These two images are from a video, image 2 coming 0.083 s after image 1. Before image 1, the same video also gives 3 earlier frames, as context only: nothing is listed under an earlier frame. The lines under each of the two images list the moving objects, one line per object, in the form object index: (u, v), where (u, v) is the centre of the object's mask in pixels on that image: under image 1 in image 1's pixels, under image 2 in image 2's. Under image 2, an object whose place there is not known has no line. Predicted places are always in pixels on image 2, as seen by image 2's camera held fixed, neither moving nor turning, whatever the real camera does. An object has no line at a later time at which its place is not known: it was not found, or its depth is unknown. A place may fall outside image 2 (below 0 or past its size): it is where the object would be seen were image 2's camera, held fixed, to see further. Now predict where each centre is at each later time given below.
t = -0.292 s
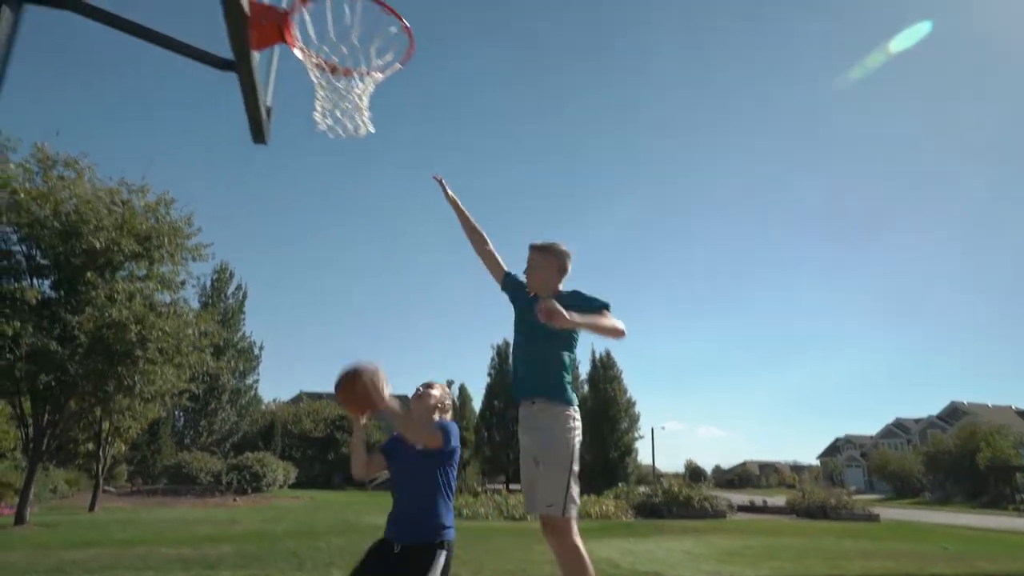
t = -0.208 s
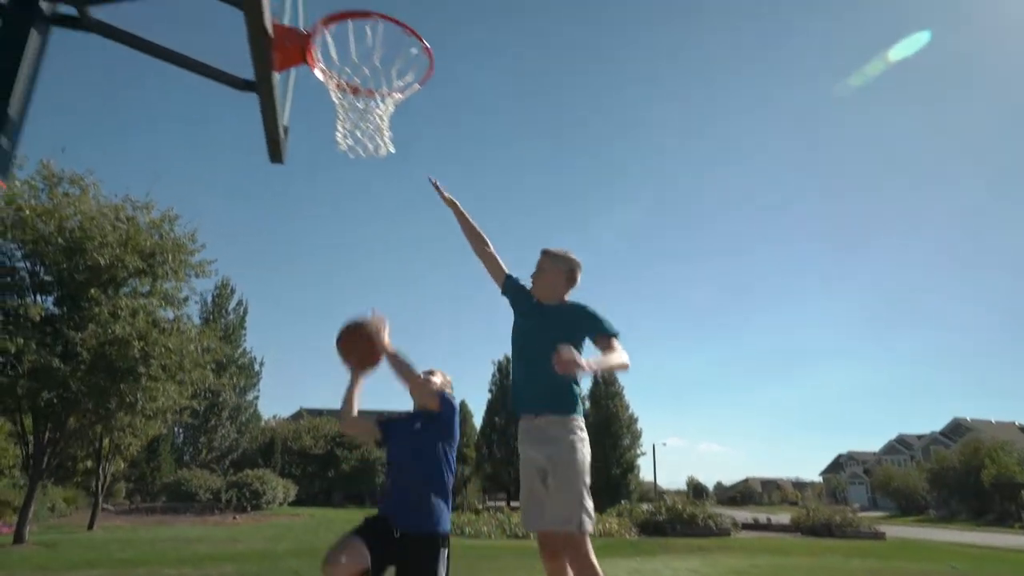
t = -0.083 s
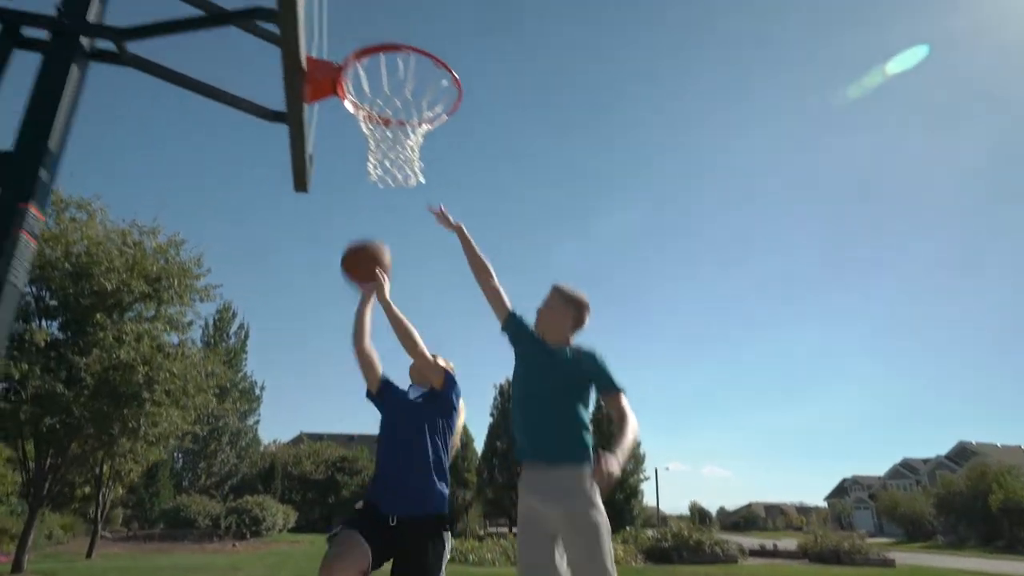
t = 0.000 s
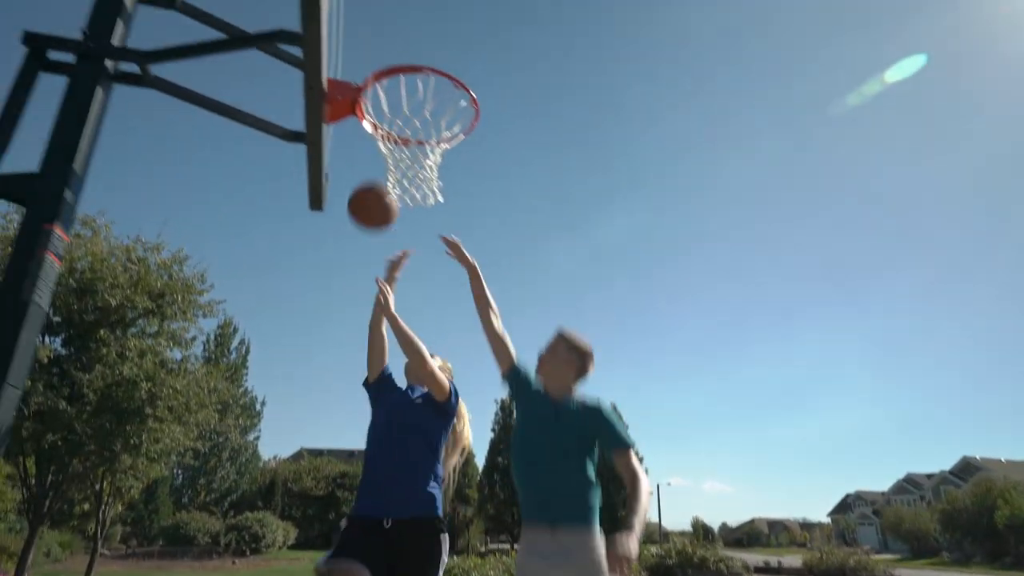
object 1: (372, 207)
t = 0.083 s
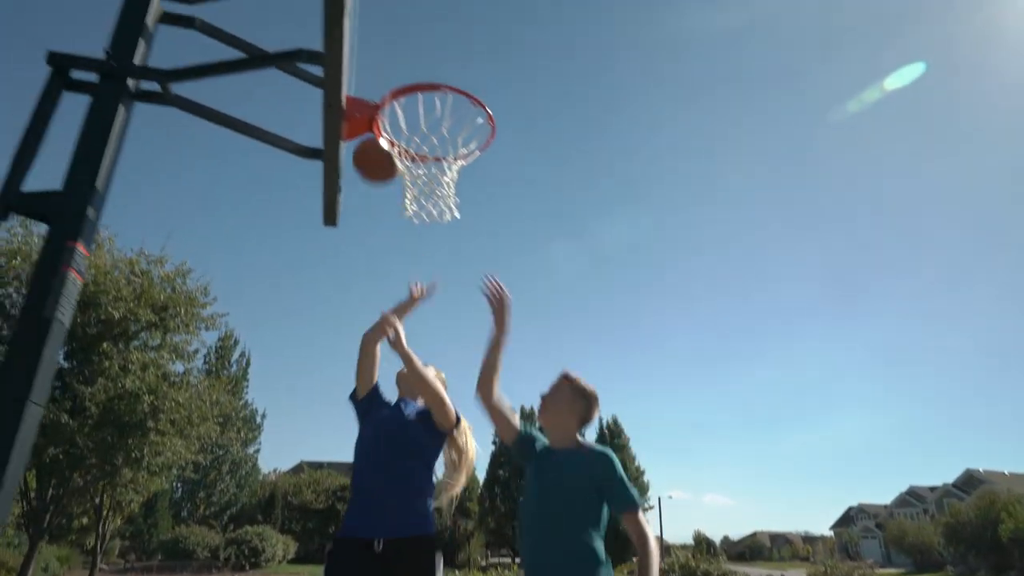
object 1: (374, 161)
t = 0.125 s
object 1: (370, 146)
